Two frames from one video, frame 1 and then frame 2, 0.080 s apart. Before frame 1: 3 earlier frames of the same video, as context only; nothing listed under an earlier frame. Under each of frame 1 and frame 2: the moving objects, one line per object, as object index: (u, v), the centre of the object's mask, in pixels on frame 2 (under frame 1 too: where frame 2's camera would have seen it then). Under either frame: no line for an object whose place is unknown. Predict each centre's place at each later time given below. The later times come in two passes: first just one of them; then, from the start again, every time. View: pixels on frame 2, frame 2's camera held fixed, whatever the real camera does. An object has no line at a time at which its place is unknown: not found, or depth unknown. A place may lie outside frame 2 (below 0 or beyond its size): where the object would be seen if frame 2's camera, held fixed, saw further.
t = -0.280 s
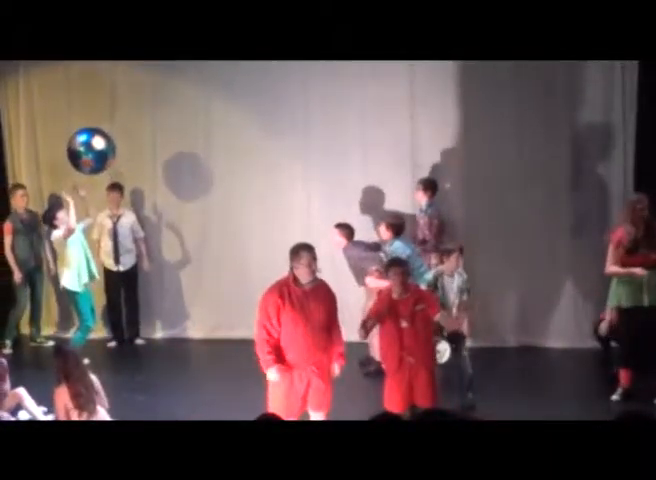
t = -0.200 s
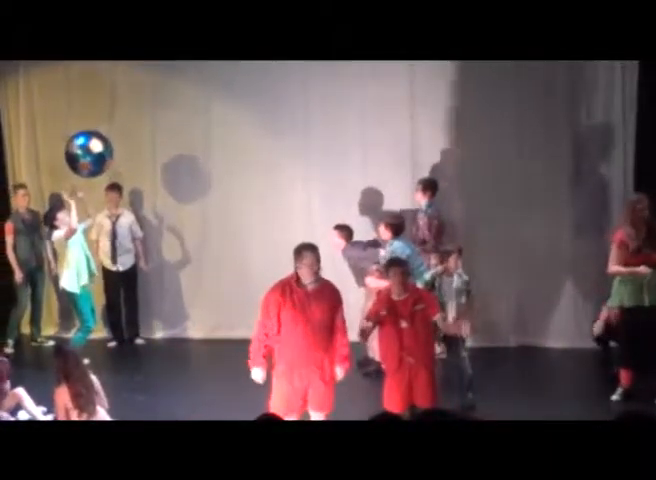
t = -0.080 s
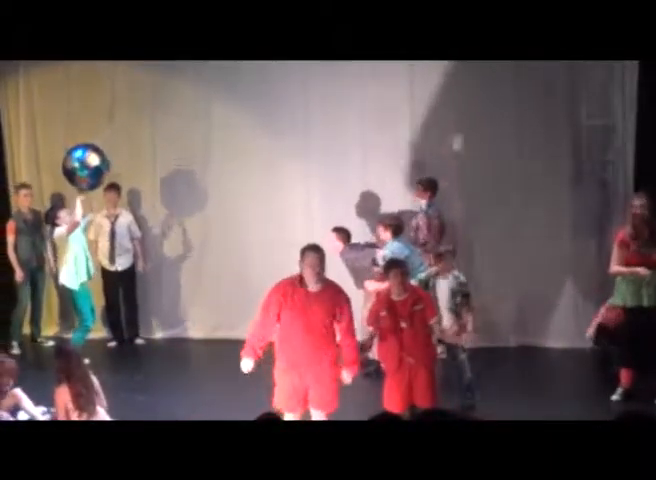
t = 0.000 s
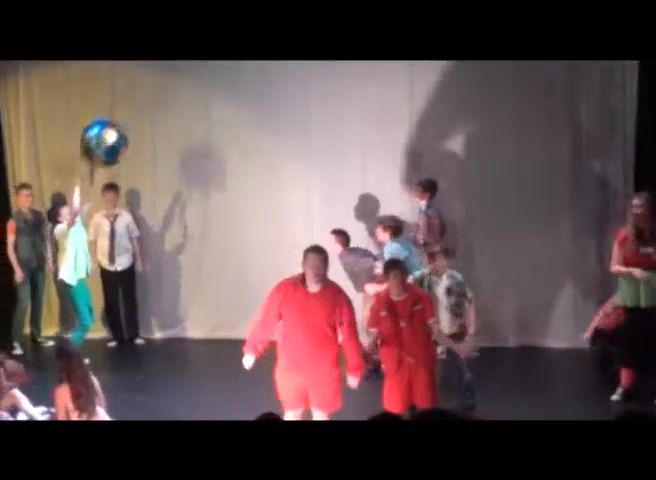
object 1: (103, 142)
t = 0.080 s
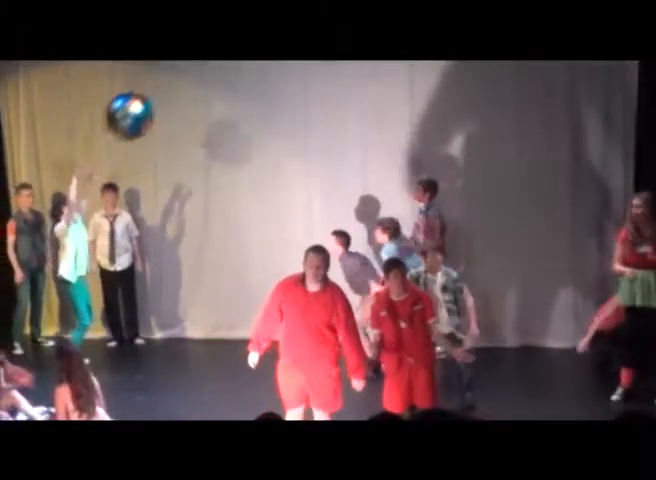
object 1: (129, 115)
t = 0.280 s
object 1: (196, 74)
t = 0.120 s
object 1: (142, 103)
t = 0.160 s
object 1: (155, 92)
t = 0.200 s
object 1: (168, 83)
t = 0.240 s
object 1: (183, 78)
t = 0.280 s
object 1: (196, 74)
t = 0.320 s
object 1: (210, 72)
